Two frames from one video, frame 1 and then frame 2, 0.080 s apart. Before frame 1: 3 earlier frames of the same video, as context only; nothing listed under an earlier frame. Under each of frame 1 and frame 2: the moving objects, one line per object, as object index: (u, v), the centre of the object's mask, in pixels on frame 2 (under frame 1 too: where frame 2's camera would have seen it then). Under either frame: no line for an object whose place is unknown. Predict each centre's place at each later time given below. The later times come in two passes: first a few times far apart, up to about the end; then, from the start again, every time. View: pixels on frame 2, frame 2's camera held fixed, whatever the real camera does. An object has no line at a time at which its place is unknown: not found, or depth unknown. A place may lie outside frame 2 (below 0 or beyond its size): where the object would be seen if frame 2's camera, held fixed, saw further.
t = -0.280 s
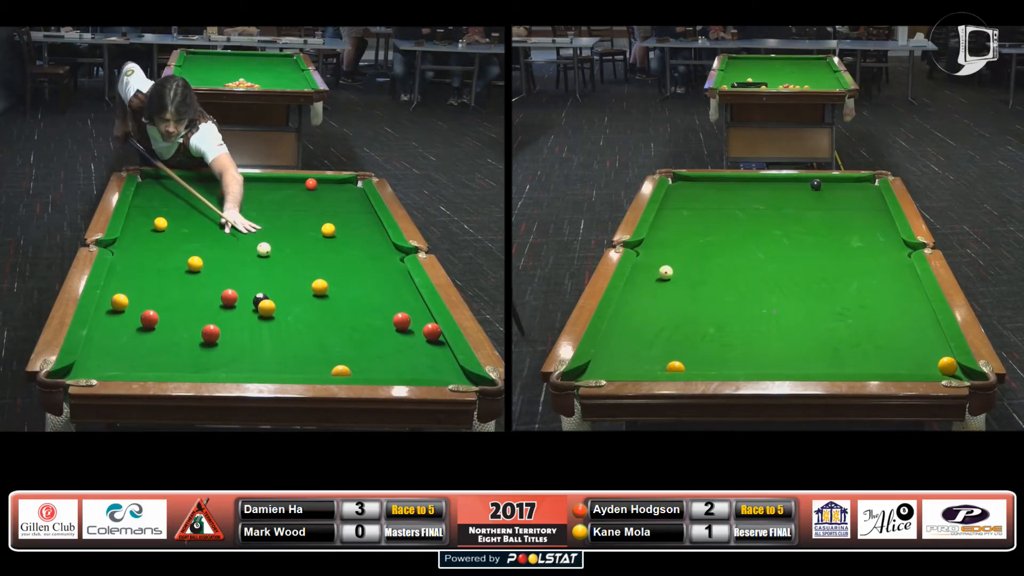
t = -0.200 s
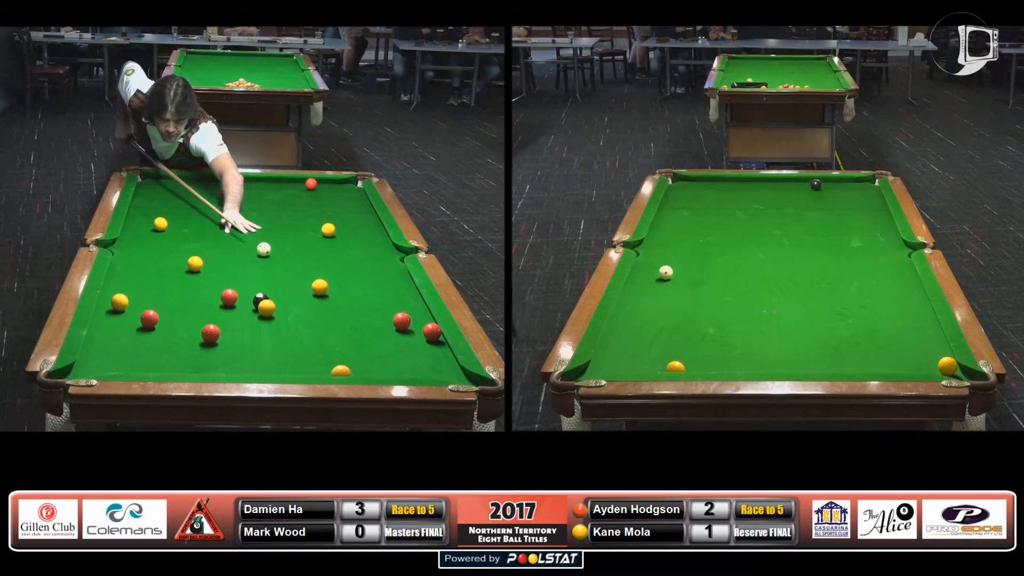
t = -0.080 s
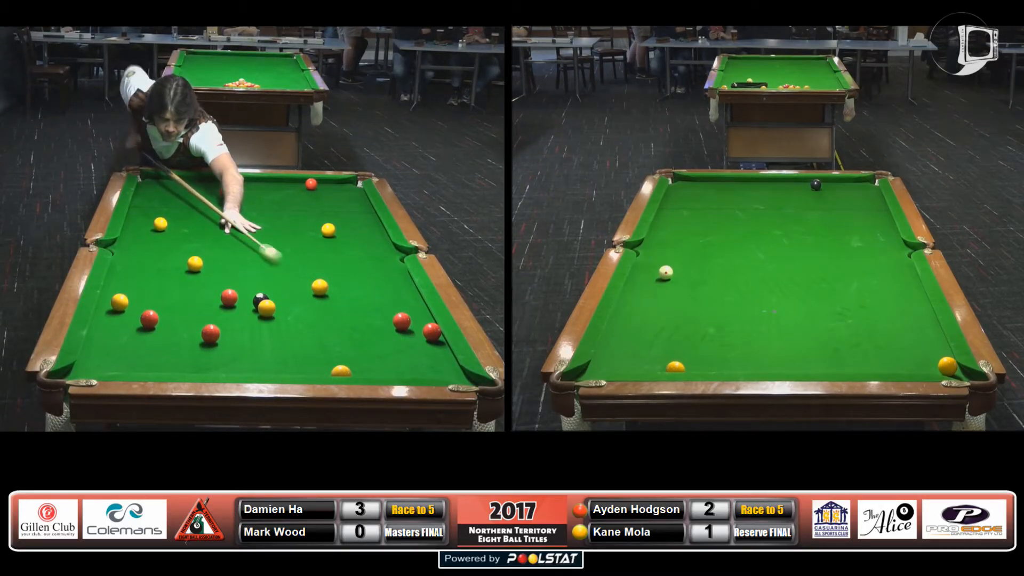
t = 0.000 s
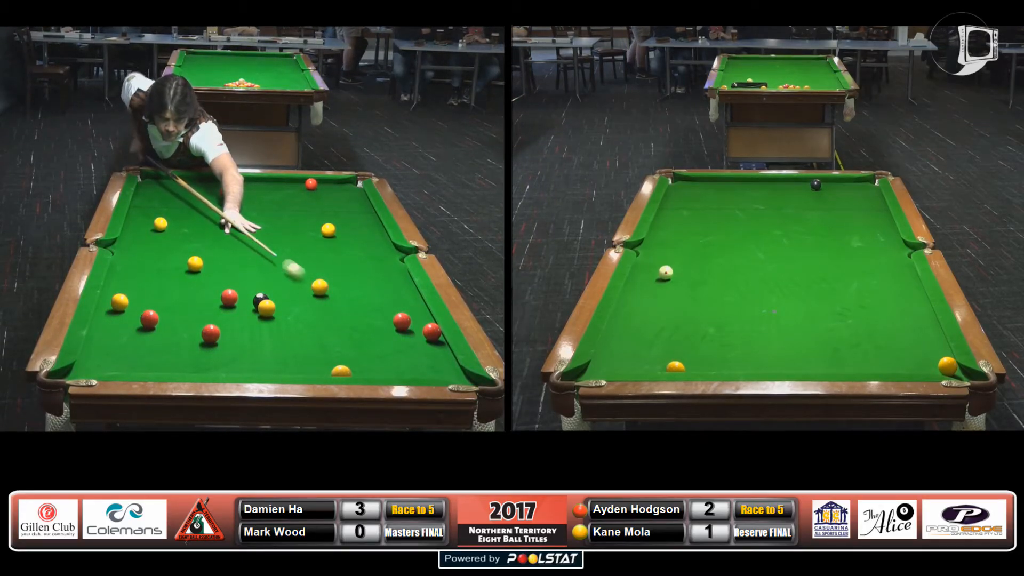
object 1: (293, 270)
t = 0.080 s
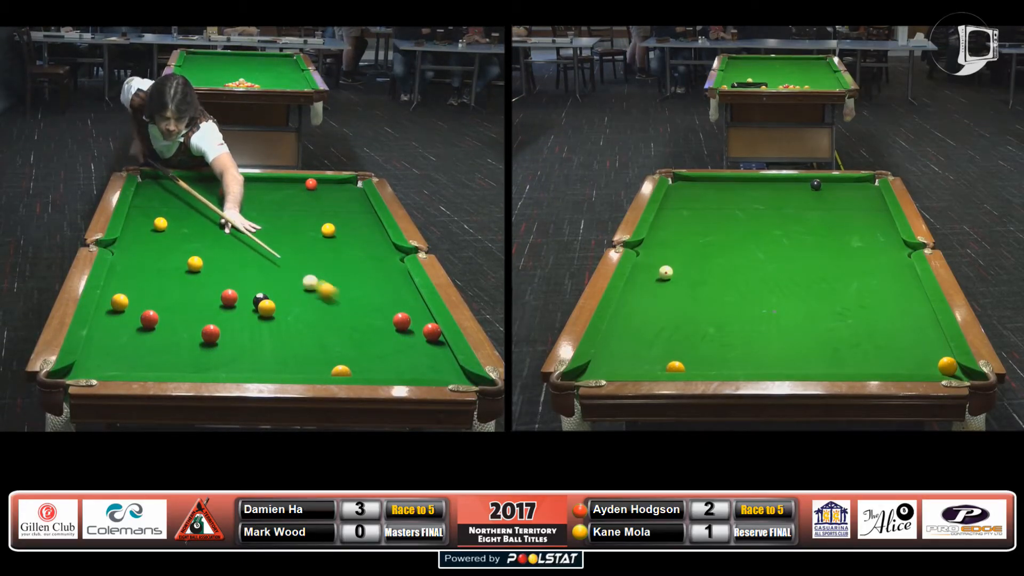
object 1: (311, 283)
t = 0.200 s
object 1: (306, 284)
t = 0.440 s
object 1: (311, 295)
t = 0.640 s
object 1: (316, 304)
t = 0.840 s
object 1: (321, 313)
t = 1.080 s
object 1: (326, 323)
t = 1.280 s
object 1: (330, 331)
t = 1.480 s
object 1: (333, 339)
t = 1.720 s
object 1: (337, 347)
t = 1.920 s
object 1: (340, 353)
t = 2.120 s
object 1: (343, 358)
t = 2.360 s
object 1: (347, 363)
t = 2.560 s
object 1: (351, 365)
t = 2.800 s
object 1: (354, 367)
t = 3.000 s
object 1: (354, 367)
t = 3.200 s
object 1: (354, 367)
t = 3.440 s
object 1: (354, 367)
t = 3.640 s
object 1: (354, 367)
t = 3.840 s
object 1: (354, 367)
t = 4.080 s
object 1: (354, 367)
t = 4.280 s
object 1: (354, 367)
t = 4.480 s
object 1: (354, 367)
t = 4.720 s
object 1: (354, 367)
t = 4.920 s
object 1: (354, 367)
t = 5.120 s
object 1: (354, 367)
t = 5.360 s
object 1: (354, 367)
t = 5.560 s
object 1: (354, 367)
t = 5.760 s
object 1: (354, 367)
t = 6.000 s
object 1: (354, 367)
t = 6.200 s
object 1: (354, 367)
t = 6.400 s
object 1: (354, 367)
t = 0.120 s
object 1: (308, 283)
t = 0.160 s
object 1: (307, 283)
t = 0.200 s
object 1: (306, 284)
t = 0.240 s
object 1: (307, 286)
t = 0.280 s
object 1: (308, 288)
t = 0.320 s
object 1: (309, 289)
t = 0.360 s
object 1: (309, 291)
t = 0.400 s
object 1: (310, 293)
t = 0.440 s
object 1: (311, 295)
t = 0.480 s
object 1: (312, 297)
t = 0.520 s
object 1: (313, 299)
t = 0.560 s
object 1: (314, 300)
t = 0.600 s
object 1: (315, 302)
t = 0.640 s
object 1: (316, 304)
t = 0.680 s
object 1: (317, 306)
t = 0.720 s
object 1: (318, 307)
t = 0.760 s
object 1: (319, 309)
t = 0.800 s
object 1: (320, 311)
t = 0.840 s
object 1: (321, 313)
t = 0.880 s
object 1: (322, 314)
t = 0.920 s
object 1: (323, 316)
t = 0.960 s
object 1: (324, 318)
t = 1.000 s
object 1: (324, 320)
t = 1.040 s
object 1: (325, 321)
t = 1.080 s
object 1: (326, 323)
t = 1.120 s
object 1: (327, 324)
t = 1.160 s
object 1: (328, 326)
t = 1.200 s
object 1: (328, 328)
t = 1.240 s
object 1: (329, 329)
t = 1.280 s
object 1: (330, 331)
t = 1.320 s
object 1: (331, 332)
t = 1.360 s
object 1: (331, 334)
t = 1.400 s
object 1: (332, 335)
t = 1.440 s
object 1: (333, 337)
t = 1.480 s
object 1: (333, 339)
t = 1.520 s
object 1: (334, 340)
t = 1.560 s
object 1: (334, 341)
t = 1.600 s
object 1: (335, 343)
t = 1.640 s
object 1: (336, 344)
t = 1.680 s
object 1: (337, 346)
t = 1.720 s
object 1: (337, 347)
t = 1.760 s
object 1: (338, 348)
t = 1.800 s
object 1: (339, 351)
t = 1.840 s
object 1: (339, 351)
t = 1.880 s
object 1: (339, 352)
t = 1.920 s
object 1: (340, 353)
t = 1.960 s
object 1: (341, 354)
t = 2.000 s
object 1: (342, 356)
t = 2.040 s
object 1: (342, 357)
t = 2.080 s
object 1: (343, 357)
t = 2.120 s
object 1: (343, 358)
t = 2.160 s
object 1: (343, 359)
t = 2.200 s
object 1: (344, 359)
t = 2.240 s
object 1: (345, 360)
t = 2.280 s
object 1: (345, 361)
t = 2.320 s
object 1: (346, 362)
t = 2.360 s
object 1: (347, 363)
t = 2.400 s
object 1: (348, 364)
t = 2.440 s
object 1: (348, 365)
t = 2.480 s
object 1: (349, 365)
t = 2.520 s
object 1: (350, 365)
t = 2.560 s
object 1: (351, 365)
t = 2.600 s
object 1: (351, 366)
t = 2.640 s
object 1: (352, 366)
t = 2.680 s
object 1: (353, 366)
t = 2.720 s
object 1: (353, 366)
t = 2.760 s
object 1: (353, 367)
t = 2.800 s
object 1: (354, 367)
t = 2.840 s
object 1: (354, 367)
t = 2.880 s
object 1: (354, 367)
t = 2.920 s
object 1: (354, 367)
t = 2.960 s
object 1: (354, 367)
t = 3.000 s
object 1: (354, 367)
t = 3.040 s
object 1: (354, 367)
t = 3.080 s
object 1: (354, 367)
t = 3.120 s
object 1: (354, 367)
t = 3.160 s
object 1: (354, 367)
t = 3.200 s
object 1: (354, 367)
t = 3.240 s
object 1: (354, 367)
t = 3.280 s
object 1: (354, 367)
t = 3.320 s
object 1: (354, 367)
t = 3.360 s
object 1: (354, 367)
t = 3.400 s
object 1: (354, 367)
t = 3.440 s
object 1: (354, 367)
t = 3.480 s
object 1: (354, 367)
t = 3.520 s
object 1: (354, 367)
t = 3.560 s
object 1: (354, 367)
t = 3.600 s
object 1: (354, 367)
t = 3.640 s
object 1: (354, 367)
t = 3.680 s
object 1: (354, 367)
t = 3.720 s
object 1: (354, 367)
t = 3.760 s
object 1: (354, 367)
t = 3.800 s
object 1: (354, 367)
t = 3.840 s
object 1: (354, 367)
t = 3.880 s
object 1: (354, 367)
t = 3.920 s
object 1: (354, 367)
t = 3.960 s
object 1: (354, 367)
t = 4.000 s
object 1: (354, 367)
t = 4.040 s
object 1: (354, 367)
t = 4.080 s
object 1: (354, 367)
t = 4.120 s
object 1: (354, 367)
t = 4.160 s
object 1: (354, 367)
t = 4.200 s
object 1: (354, 367)
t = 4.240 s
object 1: (354, 367)
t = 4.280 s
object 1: (354, 367)
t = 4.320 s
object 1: (354, 367)
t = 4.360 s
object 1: (354, 367)
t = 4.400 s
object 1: (354, 367)
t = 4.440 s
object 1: (354, 367)
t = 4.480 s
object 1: (354, 367)
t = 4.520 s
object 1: (354, 367)
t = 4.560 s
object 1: (354, 367)
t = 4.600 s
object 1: (354, 367)
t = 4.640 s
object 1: (354, 367)
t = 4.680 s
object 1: (354, 367)
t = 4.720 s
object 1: (354, 367)
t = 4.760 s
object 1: (354, 367)
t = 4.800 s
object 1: (354, 367)
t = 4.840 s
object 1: (354, 367)
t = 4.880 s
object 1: (354, 367)
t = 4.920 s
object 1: (354, 367)
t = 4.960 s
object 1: (354, 367)
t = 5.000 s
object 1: (354, 367)
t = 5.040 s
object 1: (354, 367)
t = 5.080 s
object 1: (354, 367)
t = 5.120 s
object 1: (354, 367)
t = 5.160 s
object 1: (354, 367)
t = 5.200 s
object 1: (354, 367)
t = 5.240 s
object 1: (354, 367)
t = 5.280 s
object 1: (354, 367)
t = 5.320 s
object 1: (354, 367)
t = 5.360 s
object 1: (354, 367)
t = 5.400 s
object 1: (354, 367)
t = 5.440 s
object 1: (354, 367)
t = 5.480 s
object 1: (354, 367)
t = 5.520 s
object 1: (354, 367)
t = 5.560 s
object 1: (354, 367)
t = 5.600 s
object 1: (354, 367)
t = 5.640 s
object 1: (354, 367)
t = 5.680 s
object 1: (354, 367)
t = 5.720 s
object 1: (354, 367)
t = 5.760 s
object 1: (354, 367)
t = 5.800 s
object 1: (354, 367)
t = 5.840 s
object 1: (354, 367)
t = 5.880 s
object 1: (354, 367)
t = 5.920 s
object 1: (354, 367)
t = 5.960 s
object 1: (354, 367)
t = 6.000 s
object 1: (354, 367)
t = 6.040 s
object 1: (354, 367)
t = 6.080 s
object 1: (354, 367)
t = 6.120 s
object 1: (354, 367)
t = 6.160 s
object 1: (354, 367)
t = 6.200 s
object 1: (354, 367)
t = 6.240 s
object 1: (354, 367)
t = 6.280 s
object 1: (354, 367)
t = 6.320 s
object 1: (354, 367)
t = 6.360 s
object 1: (354, 367)
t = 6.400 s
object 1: (354, 367)
